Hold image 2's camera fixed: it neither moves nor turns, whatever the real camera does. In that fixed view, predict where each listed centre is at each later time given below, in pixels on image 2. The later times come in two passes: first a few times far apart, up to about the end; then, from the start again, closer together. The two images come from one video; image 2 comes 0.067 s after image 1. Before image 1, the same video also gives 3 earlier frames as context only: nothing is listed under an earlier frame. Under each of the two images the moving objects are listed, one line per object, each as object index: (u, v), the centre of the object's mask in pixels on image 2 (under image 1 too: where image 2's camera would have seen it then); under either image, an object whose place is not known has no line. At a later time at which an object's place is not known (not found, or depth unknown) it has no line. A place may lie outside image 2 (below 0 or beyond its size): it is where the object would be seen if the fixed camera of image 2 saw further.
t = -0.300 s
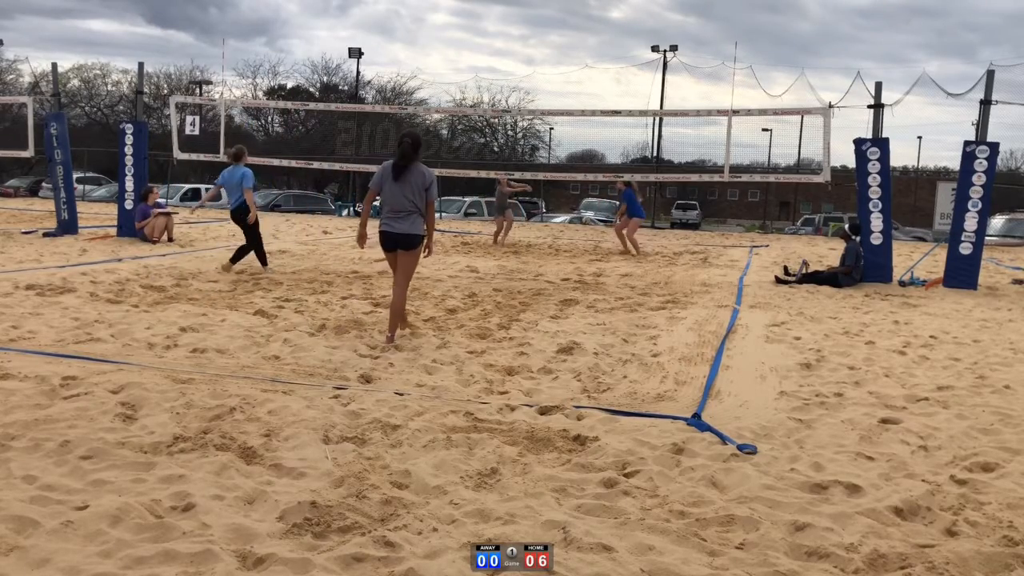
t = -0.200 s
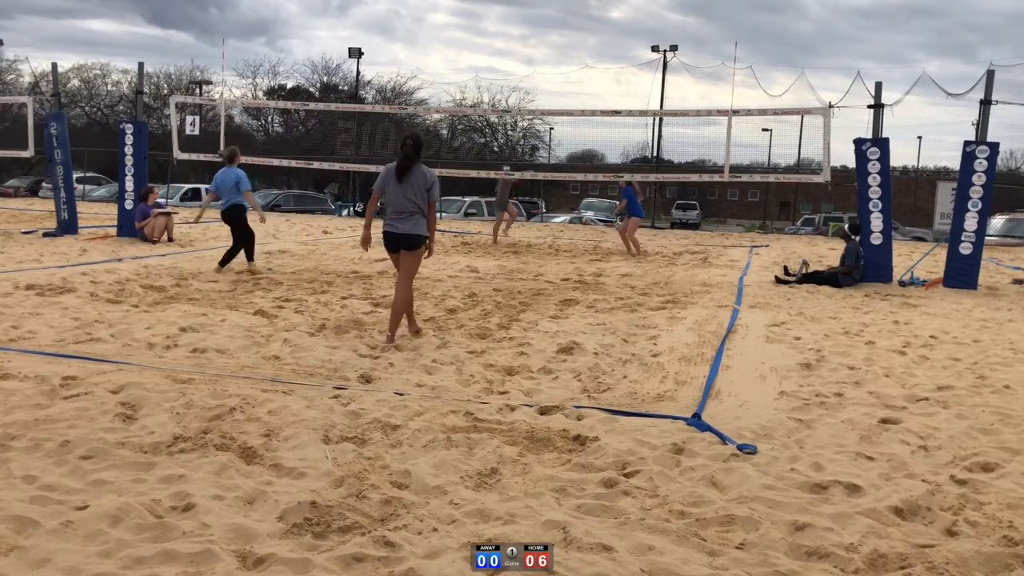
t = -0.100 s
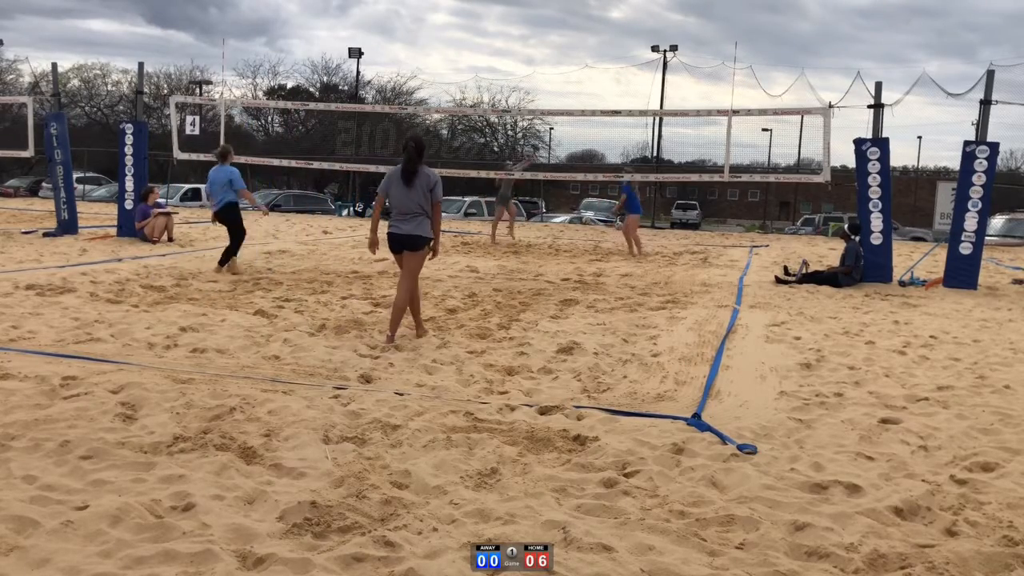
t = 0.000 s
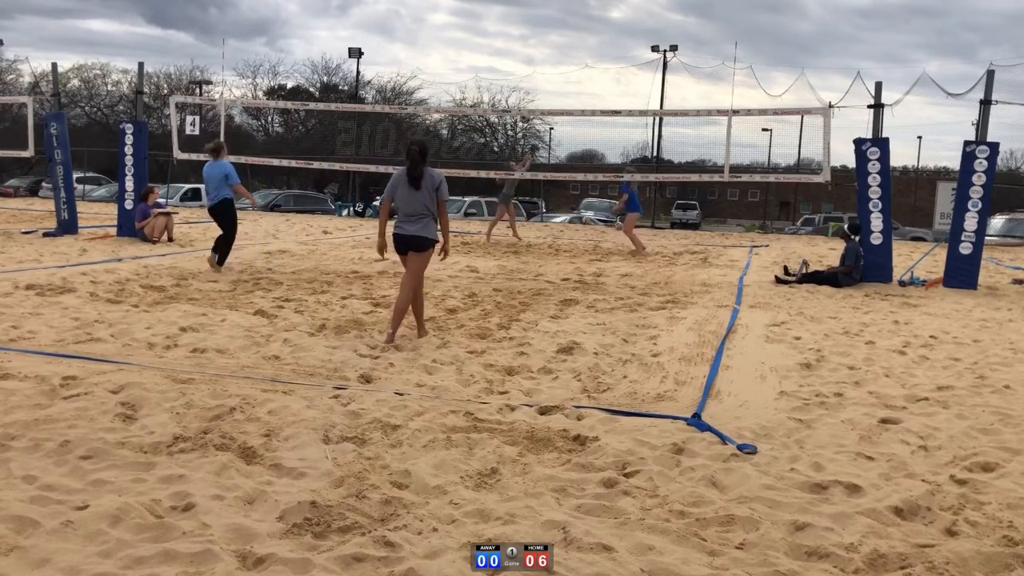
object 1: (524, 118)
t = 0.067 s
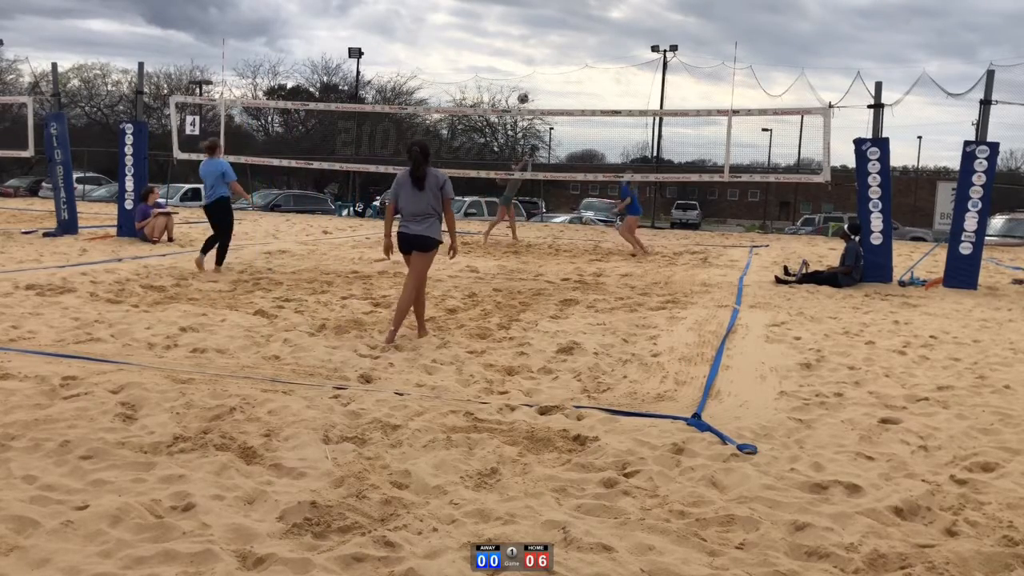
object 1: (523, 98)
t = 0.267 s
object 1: (515, 51)
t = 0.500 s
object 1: (505, 21)
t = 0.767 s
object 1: (492, 22)
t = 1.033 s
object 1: (478, 62)
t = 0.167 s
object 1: (519, 72)
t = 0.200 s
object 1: (518, 64)
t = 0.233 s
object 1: (517, 57)
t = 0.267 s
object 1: (515, 51)
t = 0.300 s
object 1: (514, 44)
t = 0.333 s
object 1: (513, 39)
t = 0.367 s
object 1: (511, 34)
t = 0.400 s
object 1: (510, 30)
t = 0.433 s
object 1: (508, 27)
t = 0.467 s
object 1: (507, 23)
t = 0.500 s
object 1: (505, 21)
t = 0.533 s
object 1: (503, 19)
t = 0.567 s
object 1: (502, 18)
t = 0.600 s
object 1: (500, 17)
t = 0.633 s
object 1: (499, 17)
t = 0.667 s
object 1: (497, 17)
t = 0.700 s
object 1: (495, 18)
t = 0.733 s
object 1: (494, 20)
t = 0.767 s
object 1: (492, 22)
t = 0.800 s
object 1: (490, 25)
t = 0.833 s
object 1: (489, 28)
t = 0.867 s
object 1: (487, 32)
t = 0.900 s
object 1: (485, 37)
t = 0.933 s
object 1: (483, 42)
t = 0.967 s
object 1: (482, 48)
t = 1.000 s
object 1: (480, 54)
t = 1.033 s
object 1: (478, 62)
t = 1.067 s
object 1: (476, 69)
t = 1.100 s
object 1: (474, 78)
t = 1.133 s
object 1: (471, 86)
